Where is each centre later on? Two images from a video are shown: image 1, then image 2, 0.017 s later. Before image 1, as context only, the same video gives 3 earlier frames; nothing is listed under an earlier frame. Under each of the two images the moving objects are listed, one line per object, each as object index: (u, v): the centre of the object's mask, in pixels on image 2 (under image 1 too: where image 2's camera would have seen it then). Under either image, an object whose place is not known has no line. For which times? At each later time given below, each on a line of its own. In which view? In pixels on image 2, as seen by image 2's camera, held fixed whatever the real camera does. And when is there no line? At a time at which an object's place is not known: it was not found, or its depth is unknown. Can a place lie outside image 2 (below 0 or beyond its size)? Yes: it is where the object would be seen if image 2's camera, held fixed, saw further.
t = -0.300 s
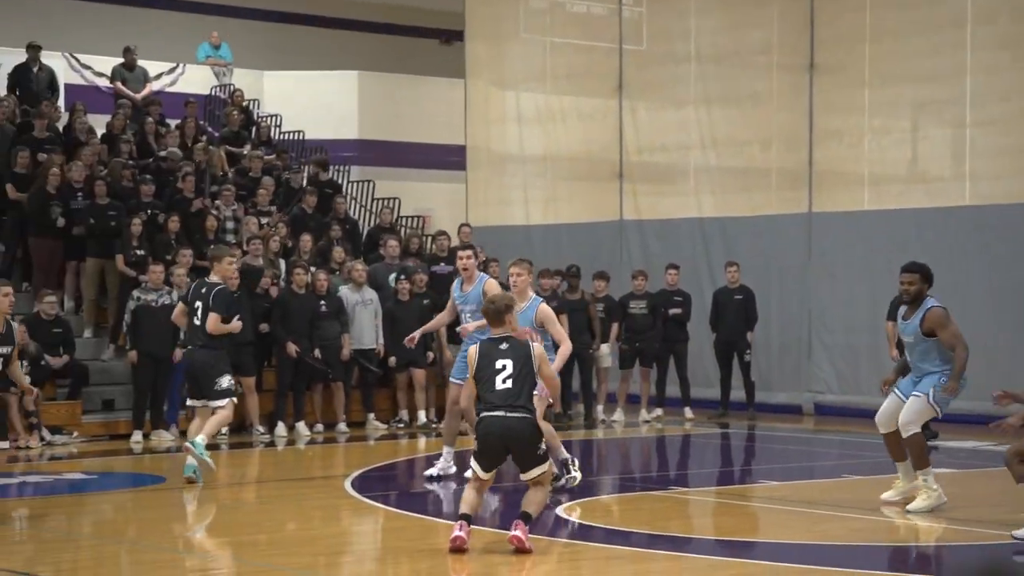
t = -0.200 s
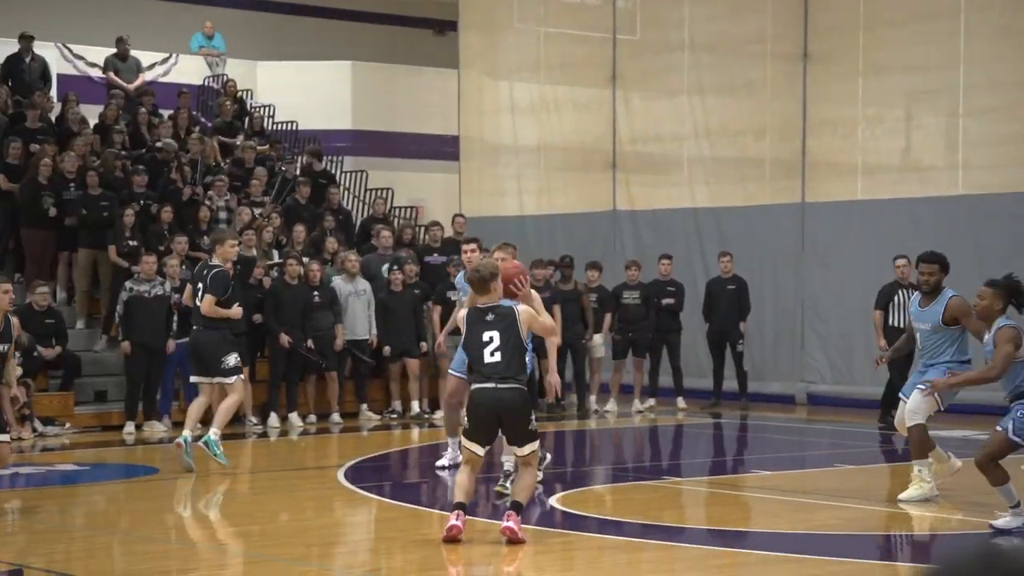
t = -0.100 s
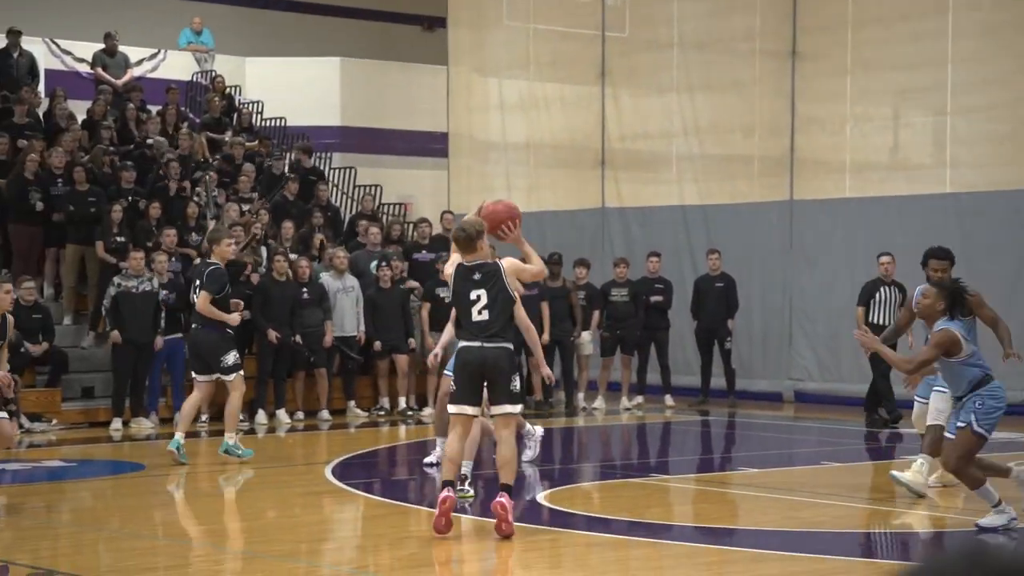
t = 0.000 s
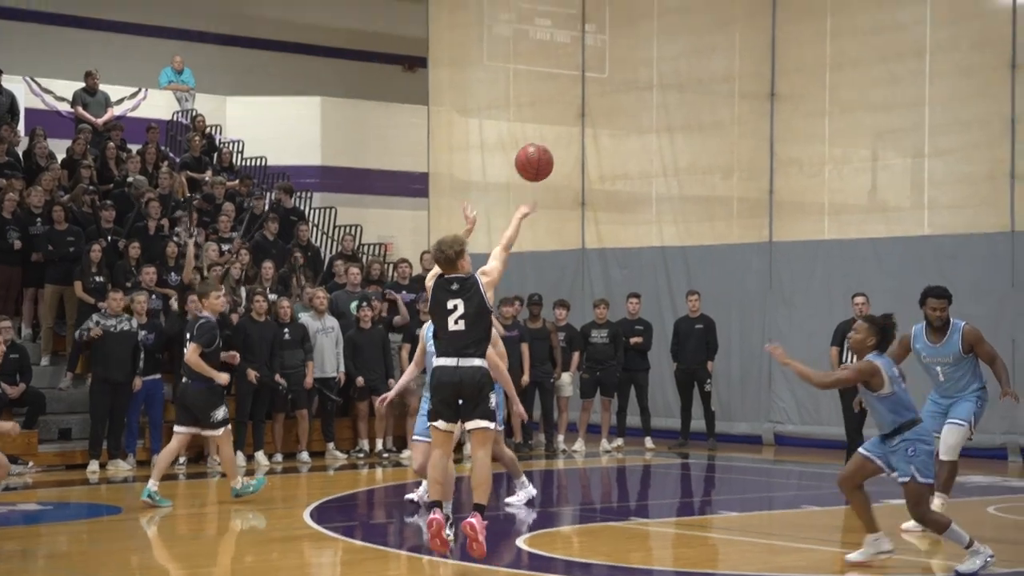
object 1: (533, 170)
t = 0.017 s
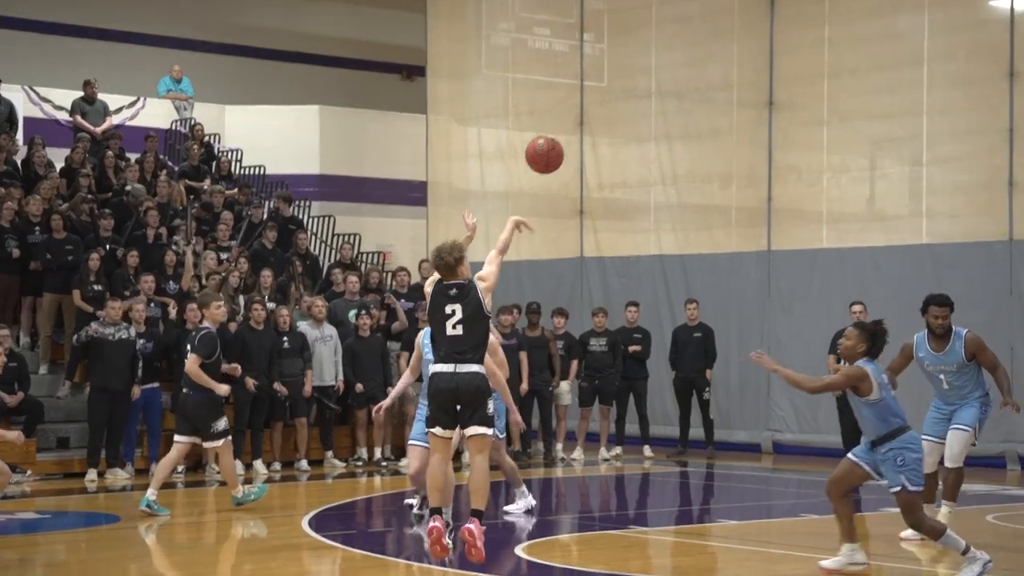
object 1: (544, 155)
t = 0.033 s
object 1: (556, 139)
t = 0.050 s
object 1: (568, 124)
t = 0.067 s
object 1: (580, 109)
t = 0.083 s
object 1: (591, 95)
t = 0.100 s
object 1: (603, 81)
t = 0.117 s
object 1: (614, 67)
